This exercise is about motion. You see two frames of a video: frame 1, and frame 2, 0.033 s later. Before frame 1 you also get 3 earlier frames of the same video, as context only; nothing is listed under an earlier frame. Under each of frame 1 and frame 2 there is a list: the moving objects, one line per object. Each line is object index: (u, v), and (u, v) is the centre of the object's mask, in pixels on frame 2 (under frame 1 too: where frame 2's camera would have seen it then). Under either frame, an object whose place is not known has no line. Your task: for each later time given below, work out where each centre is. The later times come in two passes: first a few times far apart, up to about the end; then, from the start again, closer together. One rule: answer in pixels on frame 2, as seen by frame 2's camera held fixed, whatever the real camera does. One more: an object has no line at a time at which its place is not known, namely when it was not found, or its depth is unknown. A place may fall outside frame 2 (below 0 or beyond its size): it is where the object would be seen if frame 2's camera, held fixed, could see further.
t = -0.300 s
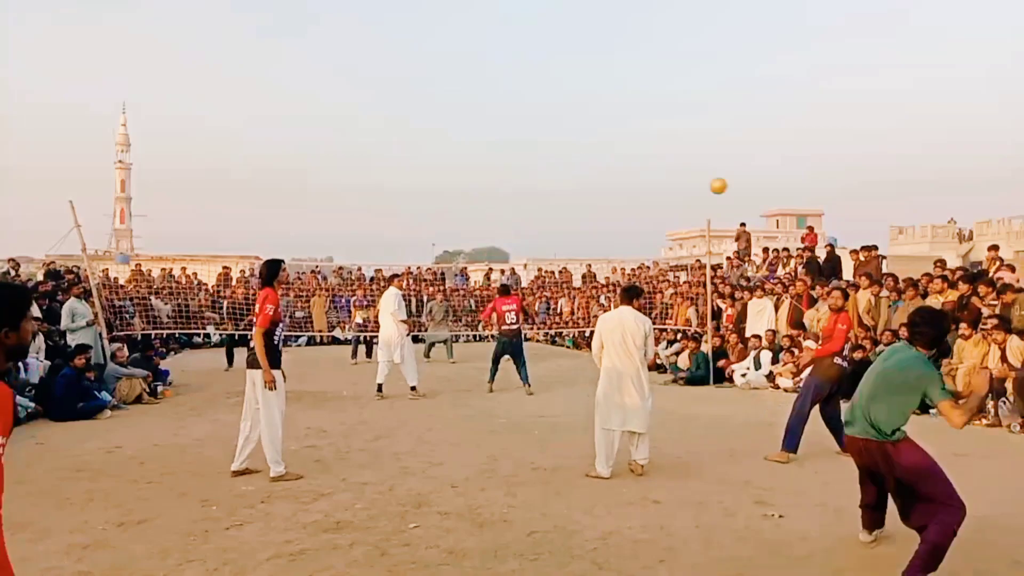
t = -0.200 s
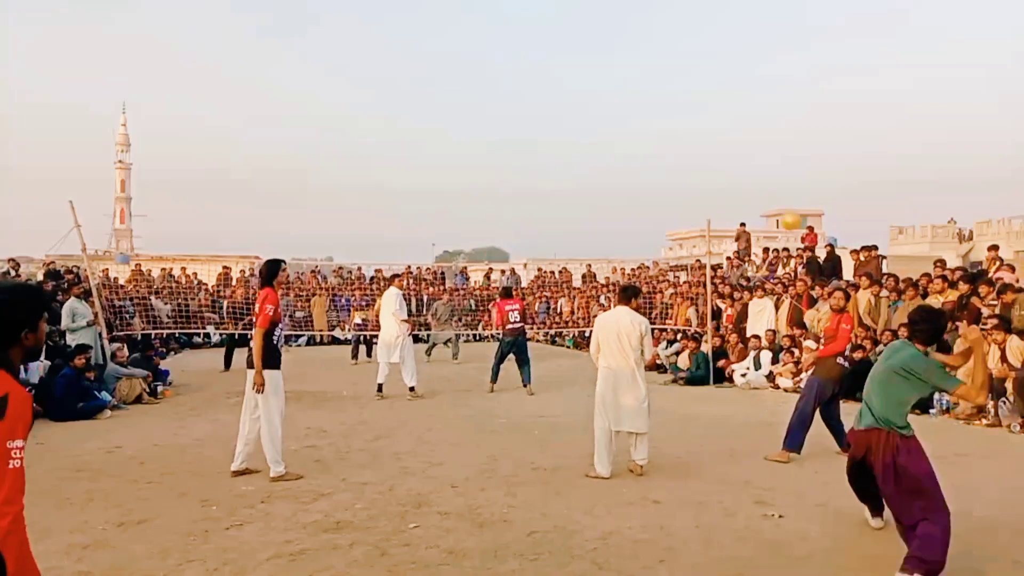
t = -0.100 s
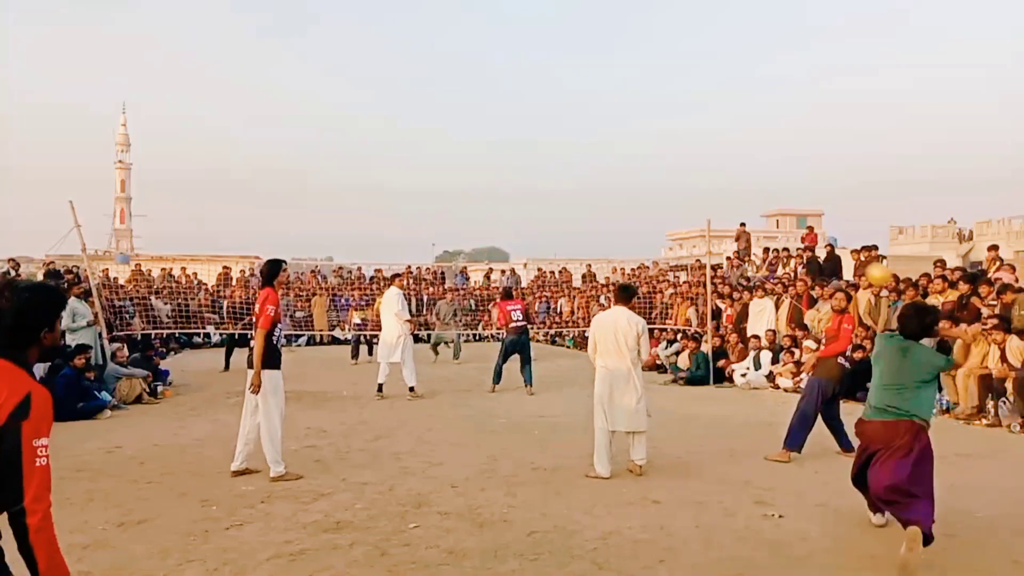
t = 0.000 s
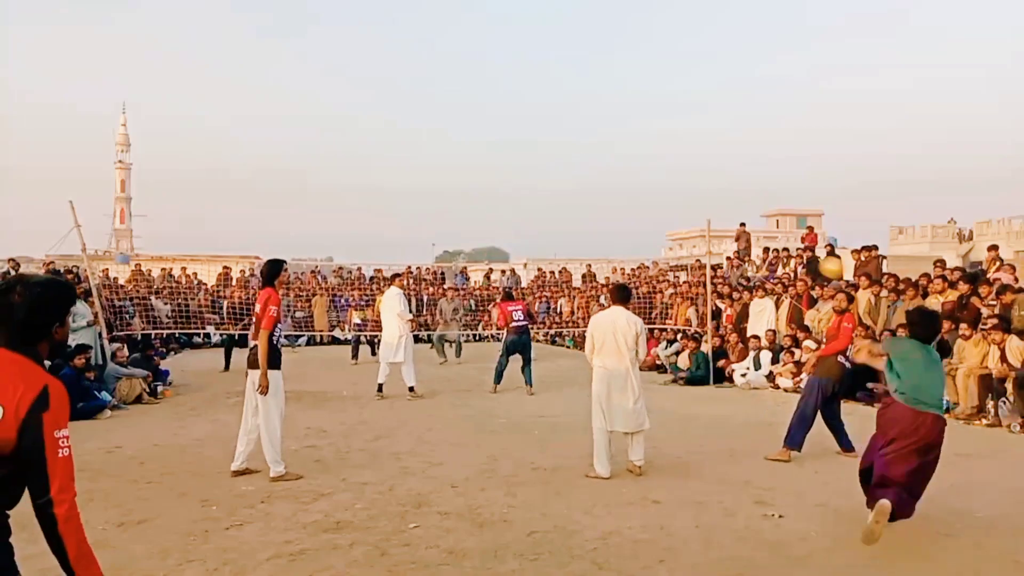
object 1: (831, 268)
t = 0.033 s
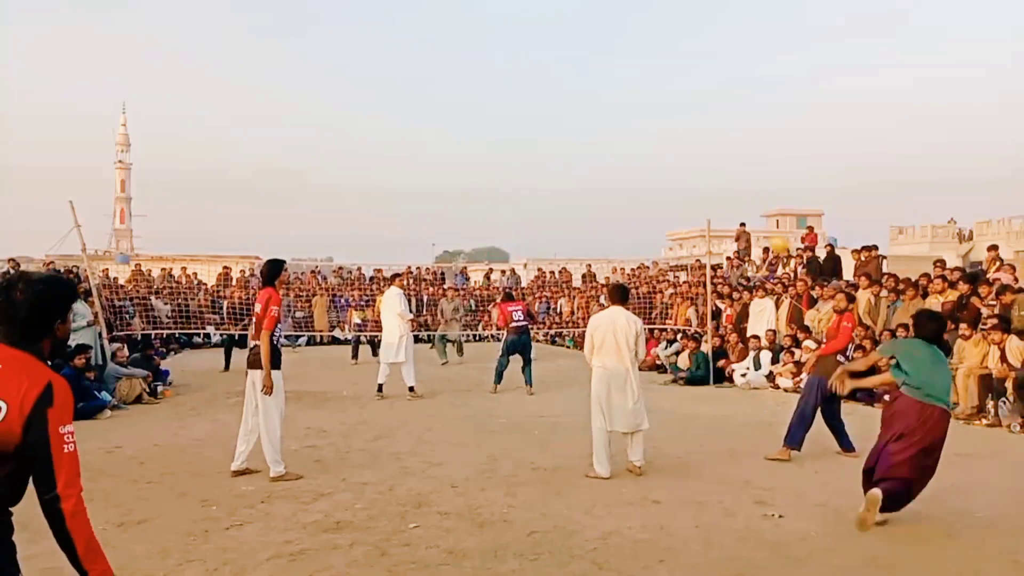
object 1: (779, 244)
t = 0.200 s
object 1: (614, 183)
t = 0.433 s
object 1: (533, 175)
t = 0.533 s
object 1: (512, 180)
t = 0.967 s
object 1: (478, 240)
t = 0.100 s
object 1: (696, 209)
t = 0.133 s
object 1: (664, 198)
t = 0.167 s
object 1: (637, 190)
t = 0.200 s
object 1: (614, 183)
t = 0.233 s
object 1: (596, 179)
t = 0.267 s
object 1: (579, 176)
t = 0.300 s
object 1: (565, 174)
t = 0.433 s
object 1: (533, 175)
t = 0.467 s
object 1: (525, 176)
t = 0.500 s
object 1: (518, 178)
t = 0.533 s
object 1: (512, 180)
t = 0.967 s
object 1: (478, 240)
